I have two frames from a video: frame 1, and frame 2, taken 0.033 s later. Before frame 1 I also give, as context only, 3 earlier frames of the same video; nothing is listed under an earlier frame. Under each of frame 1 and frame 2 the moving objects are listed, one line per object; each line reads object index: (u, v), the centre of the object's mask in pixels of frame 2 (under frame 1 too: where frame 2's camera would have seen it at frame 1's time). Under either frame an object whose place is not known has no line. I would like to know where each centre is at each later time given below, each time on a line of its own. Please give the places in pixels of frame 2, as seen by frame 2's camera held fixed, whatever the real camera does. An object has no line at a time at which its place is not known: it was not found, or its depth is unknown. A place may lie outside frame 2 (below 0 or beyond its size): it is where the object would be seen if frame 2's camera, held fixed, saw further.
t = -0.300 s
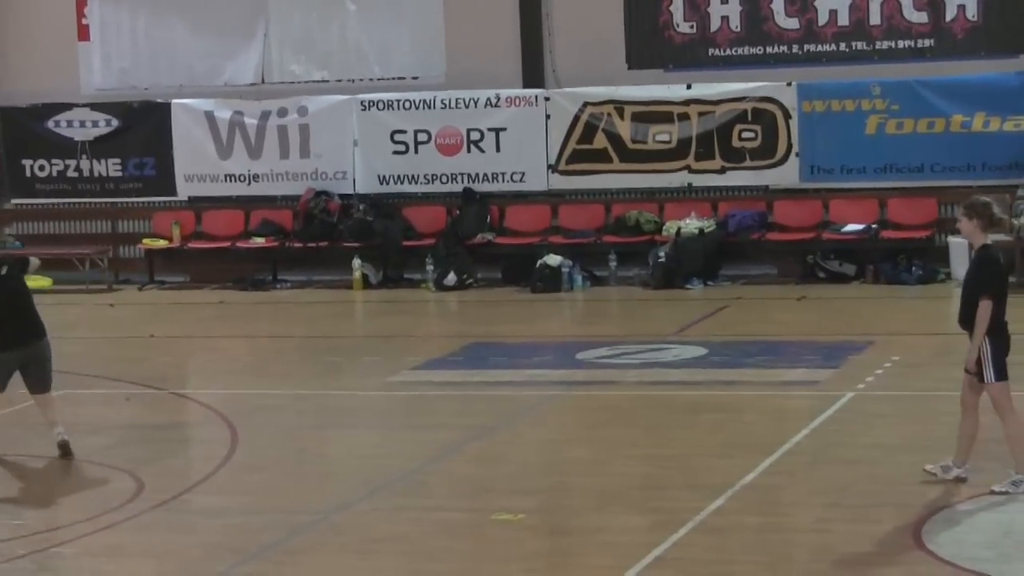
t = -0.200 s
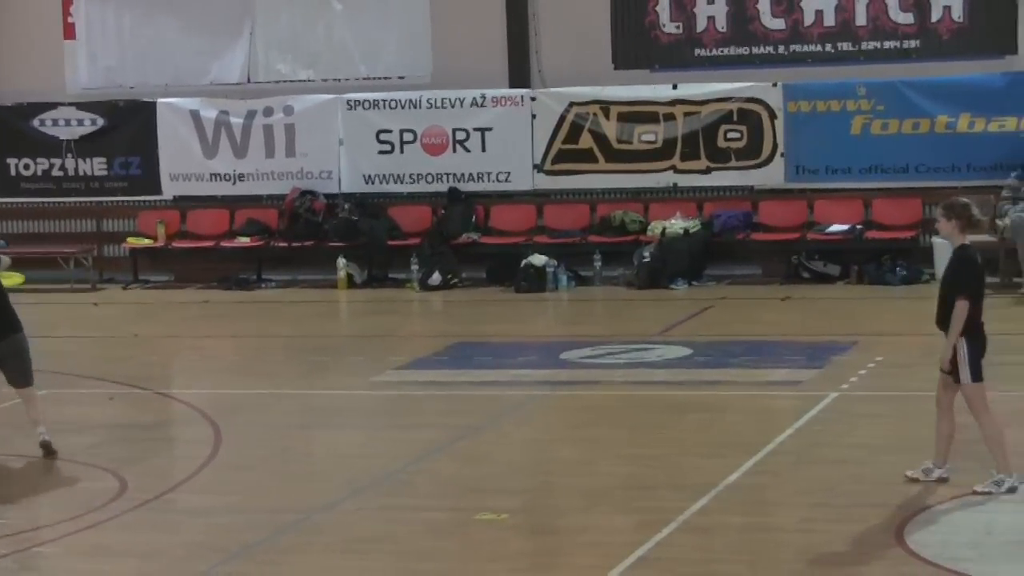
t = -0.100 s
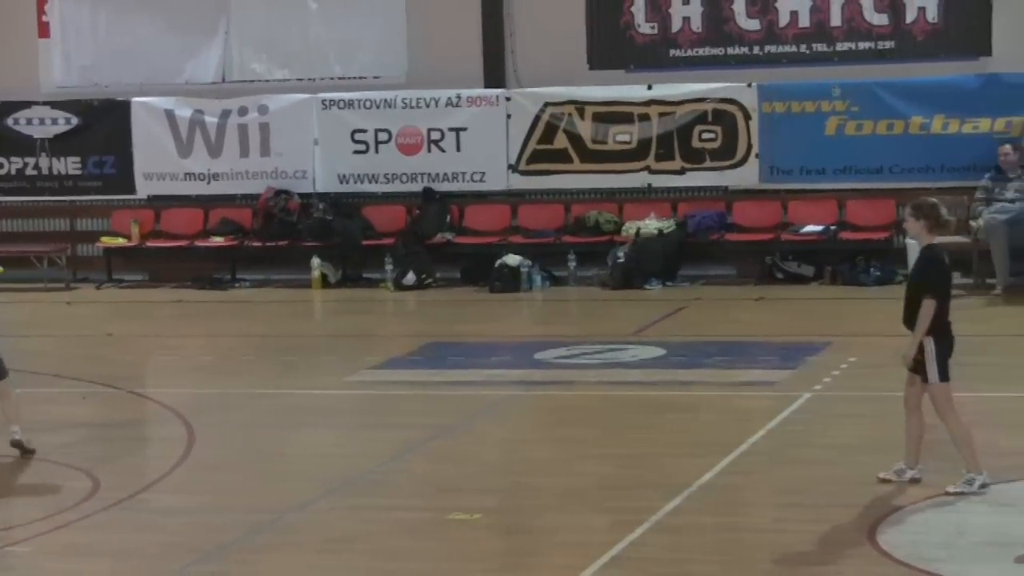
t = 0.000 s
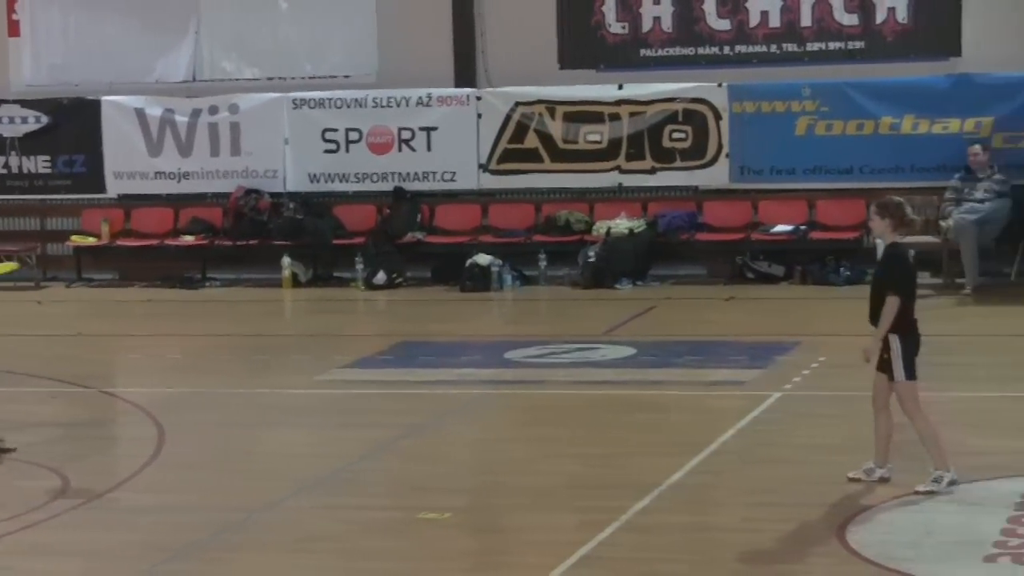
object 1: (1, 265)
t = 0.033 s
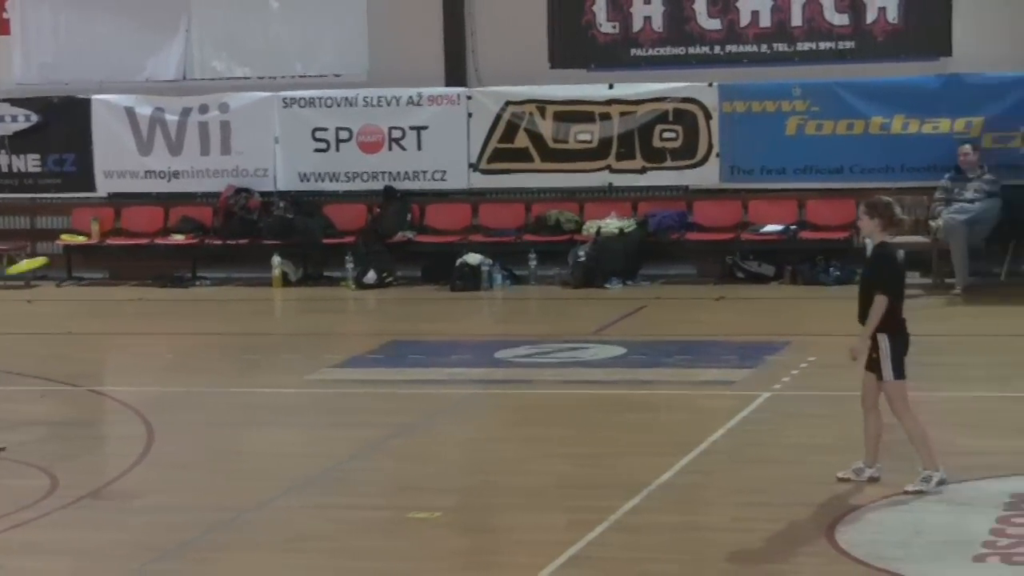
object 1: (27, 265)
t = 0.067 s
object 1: (63, 262)
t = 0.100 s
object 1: (98, 257)
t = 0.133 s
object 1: (133, 251)
